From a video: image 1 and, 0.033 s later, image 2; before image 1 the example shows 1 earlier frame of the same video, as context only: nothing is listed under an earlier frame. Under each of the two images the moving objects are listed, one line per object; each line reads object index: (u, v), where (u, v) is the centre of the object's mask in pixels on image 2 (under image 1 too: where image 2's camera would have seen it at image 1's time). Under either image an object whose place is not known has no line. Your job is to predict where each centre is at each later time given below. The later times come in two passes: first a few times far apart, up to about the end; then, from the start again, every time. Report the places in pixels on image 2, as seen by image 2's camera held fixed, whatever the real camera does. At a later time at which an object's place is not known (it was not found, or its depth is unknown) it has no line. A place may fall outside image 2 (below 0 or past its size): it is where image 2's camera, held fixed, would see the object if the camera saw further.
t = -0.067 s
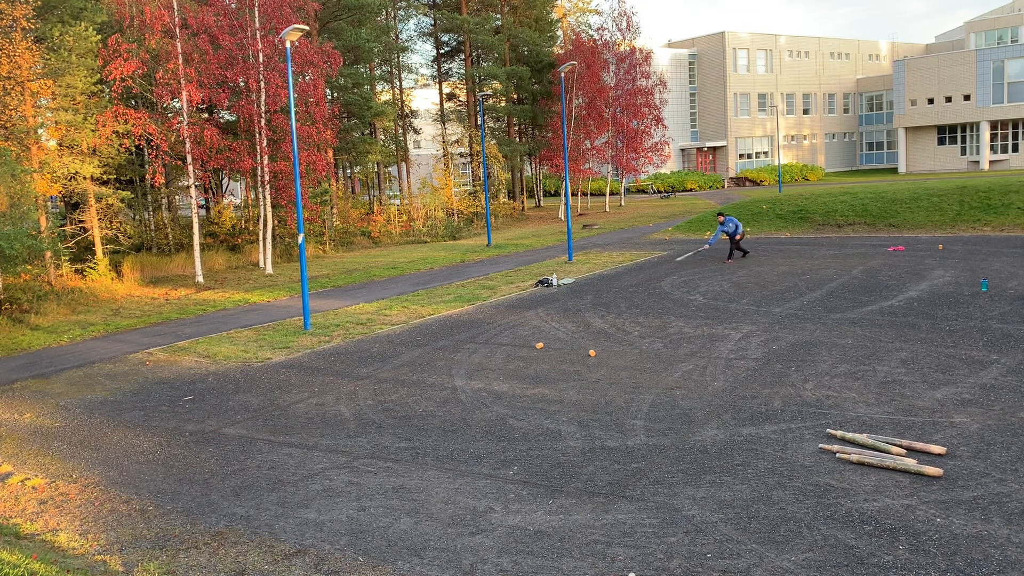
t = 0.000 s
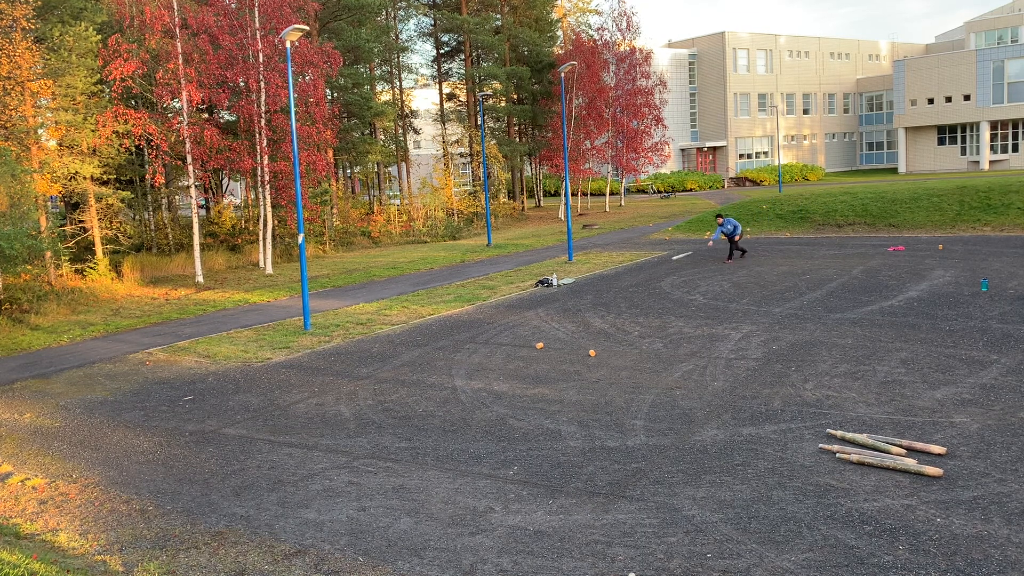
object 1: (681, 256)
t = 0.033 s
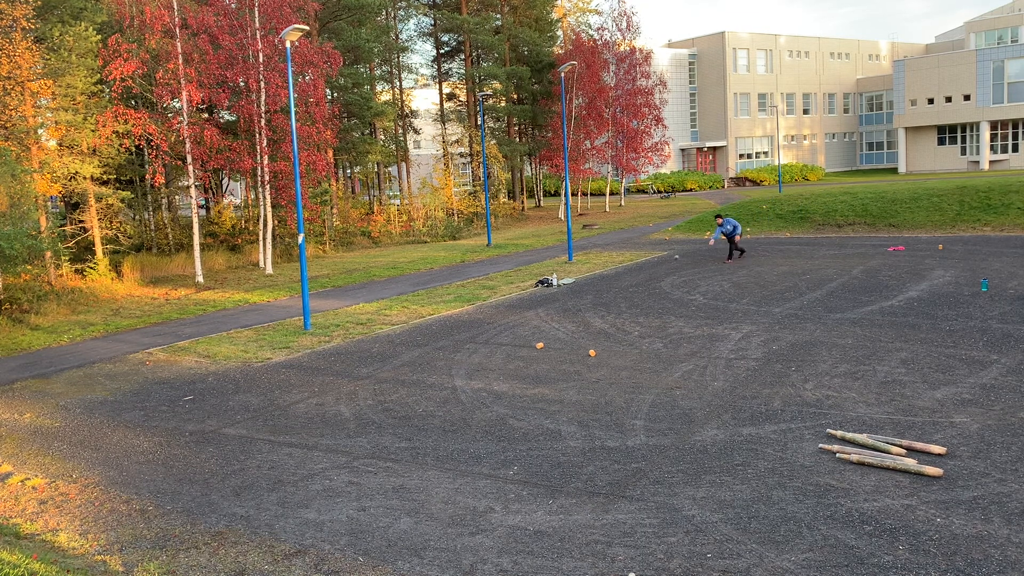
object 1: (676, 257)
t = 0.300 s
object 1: (630, 291)
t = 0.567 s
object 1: (574, 324)
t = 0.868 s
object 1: (505, 365)
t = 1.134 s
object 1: (443, 405)
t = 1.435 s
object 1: (359, 462)
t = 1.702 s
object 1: (279, 516)
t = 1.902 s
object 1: (222, 552)
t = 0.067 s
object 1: (671, 260)
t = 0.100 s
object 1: (665, 262)
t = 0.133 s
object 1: (660, 265)
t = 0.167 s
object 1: (656, 269)
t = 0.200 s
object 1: (648, 274)
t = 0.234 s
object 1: (642, 279)
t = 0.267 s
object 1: (635, 285)
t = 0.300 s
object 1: (630, 291)
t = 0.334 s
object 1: (624, 297)
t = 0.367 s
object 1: (616, 302)
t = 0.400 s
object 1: (610, 304)
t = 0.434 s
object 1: (604, 308)
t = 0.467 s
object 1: (595, 311)
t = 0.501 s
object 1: (588, 316)
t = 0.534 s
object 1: (581, 321)
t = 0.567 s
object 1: (574, 324)
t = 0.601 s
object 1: (566, 328)
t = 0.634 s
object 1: (558, 332)
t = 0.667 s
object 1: (547, 338)
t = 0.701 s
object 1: (540, 342)
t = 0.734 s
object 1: (531, 345)
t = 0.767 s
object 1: (525, 349)
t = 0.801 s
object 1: (519, 354)
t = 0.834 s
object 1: (513, 358)
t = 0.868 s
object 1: (505, 365)
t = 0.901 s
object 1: (497, 369)
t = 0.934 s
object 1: (490, 373)
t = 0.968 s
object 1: (482, 379)
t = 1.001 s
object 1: (474, 384)
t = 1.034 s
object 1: (468, 388)
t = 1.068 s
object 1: (460, 394)
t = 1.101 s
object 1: (453, 399)
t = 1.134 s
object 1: (443, 405)
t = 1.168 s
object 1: (434, 412)
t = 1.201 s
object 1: (426, 418)
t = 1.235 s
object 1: (417, 425)
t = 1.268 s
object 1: (408, 431)
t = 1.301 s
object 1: (400, 437)
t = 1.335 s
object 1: (390, 444)
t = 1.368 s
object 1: (382, 448)
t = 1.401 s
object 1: (370, 455)
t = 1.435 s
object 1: (359, 462)
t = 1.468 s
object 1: (350, 469)
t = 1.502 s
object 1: (339, 475)
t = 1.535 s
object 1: (328, 481)
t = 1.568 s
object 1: (317, 489)
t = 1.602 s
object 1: (308, 496)
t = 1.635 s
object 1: (298, 502)
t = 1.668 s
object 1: (288, 510)
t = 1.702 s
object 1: (279, 516)
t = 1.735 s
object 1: (270, 522)
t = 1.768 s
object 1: (259, 527)
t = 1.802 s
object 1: (249, 534)
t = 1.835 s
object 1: (241, 540)
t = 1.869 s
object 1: (232, 546)
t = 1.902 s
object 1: (222, 552)
